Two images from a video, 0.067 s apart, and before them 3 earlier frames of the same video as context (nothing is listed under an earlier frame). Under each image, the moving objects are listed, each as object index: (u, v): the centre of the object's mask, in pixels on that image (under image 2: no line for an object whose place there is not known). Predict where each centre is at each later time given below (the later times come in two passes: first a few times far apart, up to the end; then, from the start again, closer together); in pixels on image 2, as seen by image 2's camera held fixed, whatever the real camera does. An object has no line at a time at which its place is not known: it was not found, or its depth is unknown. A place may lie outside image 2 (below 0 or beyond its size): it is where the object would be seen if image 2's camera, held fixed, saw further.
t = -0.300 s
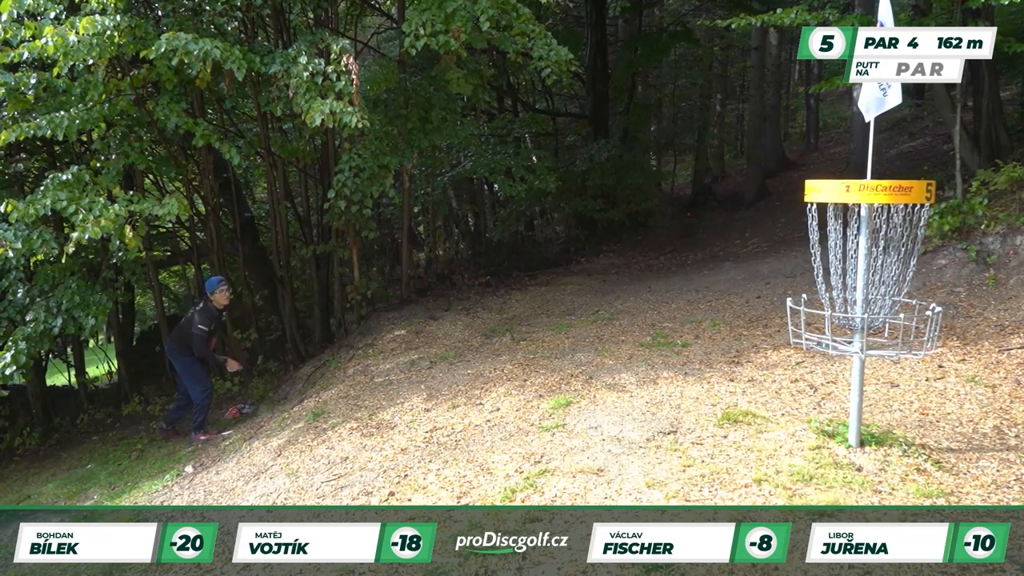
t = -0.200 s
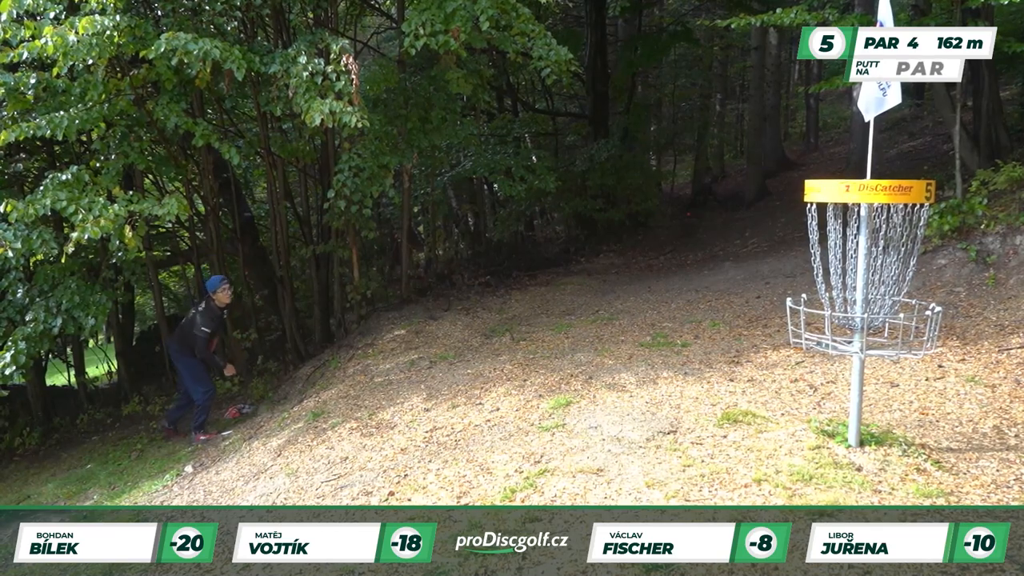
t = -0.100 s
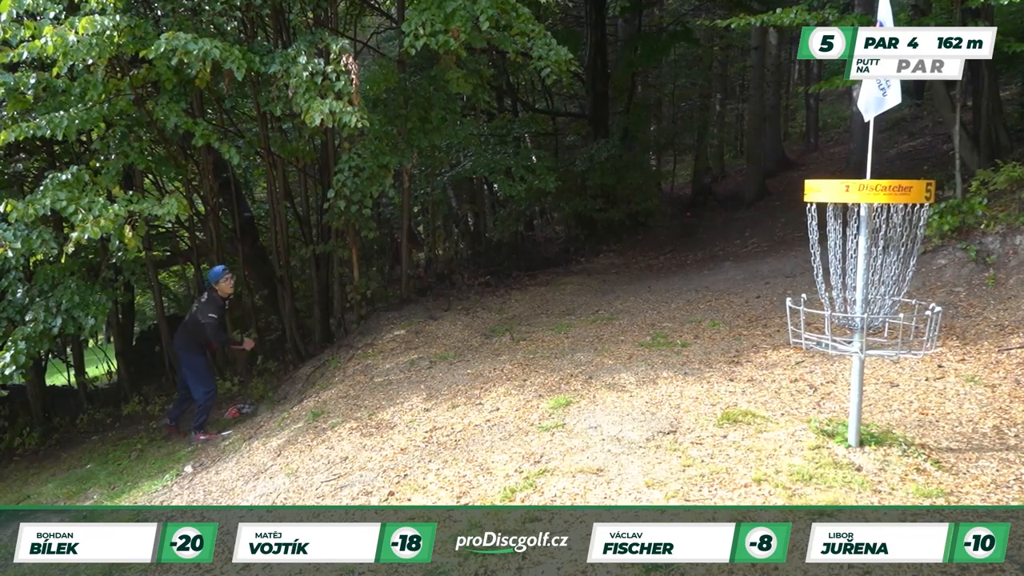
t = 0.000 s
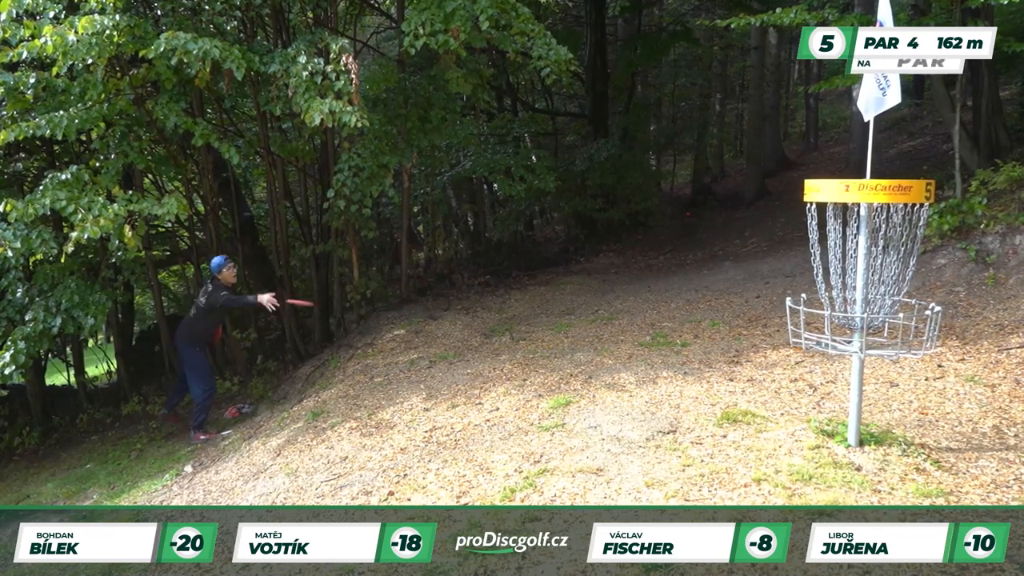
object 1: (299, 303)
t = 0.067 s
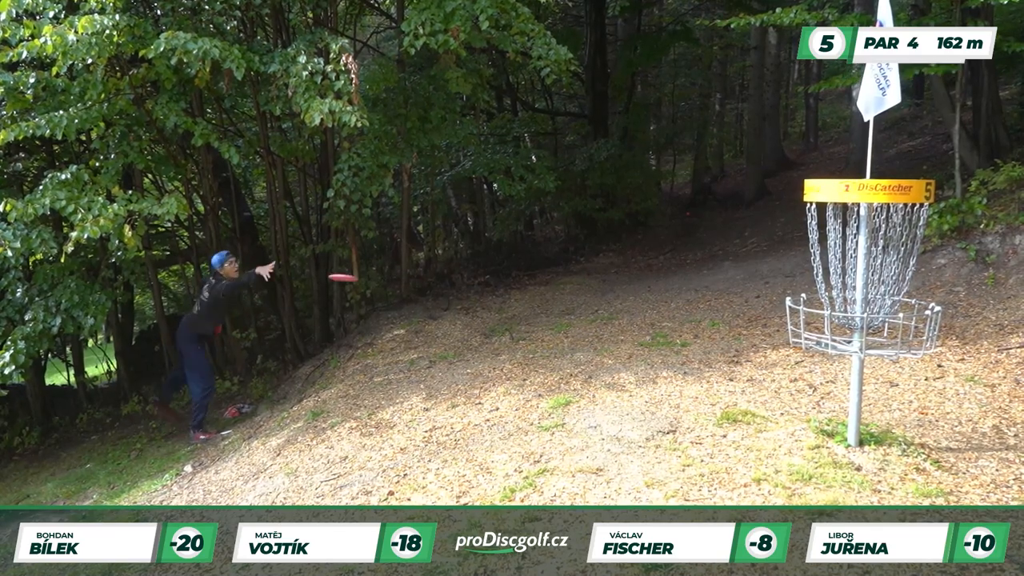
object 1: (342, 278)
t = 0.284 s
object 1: (528, 236)
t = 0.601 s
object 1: (871, 279)
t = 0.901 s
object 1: (953, 415)
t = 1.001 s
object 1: (977, 493)
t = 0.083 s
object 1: (353, 272)
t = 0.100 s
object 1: (366, 267)
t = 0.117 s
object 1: (379, 263)
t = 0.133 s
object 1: (391, 258)
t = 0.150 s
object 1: (405, 254)
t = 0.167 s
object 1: (418, 251)
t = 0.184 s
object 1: (432, 248)
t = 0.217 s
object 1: (462, 242)
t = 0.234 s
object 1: (477, 240)
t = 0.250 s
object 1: (494, 238)
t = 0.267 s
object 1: (510, 237)
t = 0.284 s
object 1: (528, 236)
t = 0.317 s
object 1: (565, 236)
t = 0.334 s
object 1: (584, 236)
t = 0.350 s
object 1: (604, 237)
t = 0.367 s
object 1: (625, 238)
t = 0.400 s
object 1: (670, 241)
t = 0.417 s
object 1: (693, 244)
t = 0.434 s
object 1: (717, 247)
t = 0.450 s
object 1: (742, 250)
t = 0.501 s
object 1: (817, 262)
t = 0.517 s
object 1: (833, 265)
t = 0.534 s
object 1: (844, 268)
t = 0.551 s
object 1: (854, 271)
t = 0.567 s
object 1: (861, 274)
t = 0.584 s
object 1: (867, 277)
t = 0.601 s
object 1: (871, 279)
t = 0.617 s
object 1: (876, 282)
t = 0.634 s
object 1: (880, 286)
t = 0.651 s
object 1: (883, 292)
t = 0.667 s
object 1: (889, 297)
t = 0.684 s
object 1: (894, 304)
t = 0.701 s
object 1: (898, 311)
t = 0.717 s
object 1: (903, 316)
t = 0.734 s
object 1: (908, 321)
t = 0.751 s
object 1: (913, 328)
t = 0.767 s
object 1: (917, 335)
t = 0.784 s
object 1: (921, 341)
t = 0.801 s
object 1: (926, 350)
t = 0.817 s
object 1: (932, 360)
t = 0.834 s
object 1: (936, 369)
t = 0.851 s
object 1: (941, 380)
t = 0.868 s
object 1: (945, 391)
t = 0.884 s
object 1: (949, 403)
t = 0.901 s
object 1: (953, 415)
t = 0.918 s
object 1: (959, 428)
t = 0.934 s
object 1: (963, 443)
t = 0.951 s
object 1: (967, 458)
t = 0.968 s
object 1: (972, 473)
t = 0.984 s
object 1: (975, 486)
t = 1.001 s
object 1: (977, 493)
